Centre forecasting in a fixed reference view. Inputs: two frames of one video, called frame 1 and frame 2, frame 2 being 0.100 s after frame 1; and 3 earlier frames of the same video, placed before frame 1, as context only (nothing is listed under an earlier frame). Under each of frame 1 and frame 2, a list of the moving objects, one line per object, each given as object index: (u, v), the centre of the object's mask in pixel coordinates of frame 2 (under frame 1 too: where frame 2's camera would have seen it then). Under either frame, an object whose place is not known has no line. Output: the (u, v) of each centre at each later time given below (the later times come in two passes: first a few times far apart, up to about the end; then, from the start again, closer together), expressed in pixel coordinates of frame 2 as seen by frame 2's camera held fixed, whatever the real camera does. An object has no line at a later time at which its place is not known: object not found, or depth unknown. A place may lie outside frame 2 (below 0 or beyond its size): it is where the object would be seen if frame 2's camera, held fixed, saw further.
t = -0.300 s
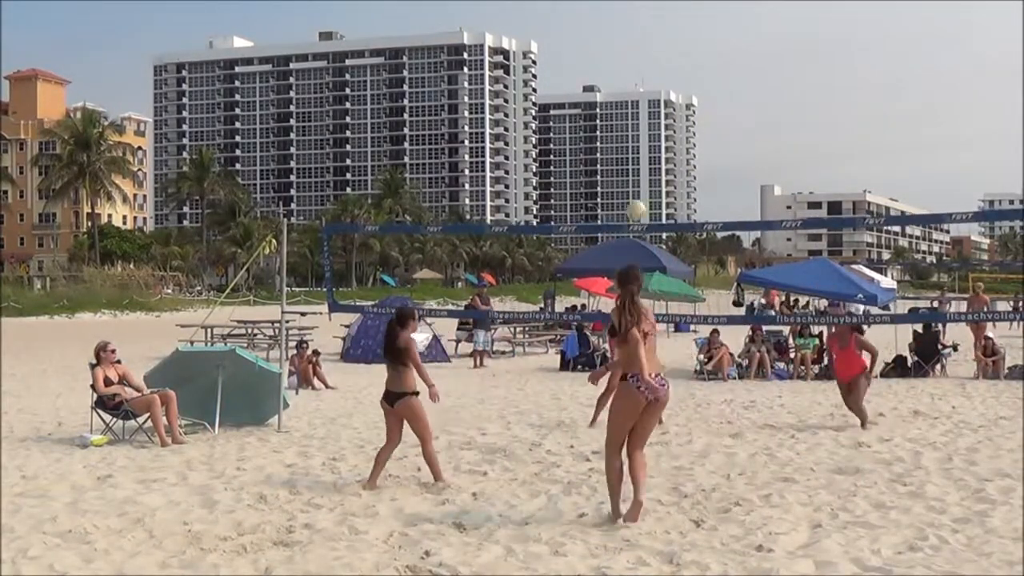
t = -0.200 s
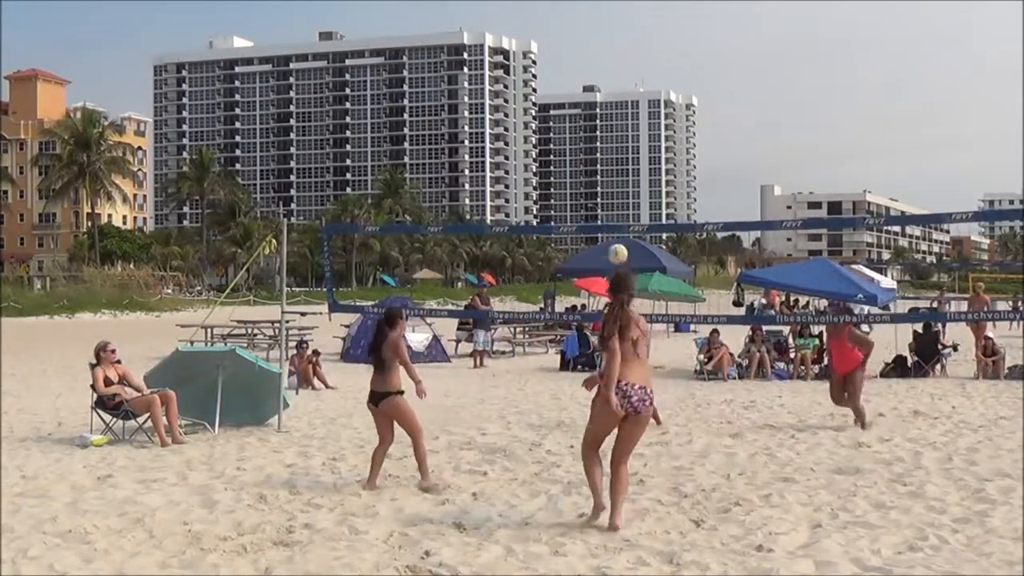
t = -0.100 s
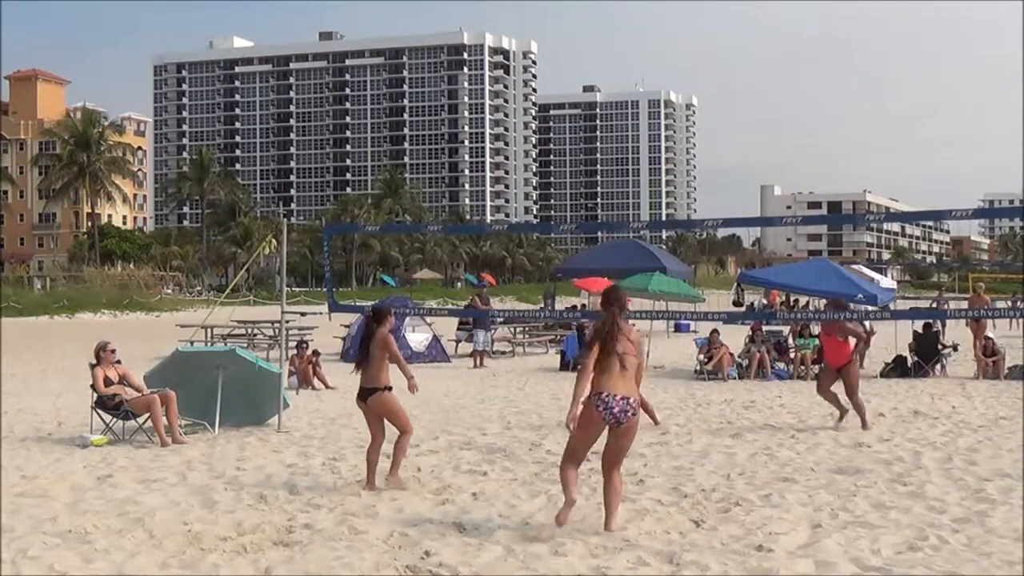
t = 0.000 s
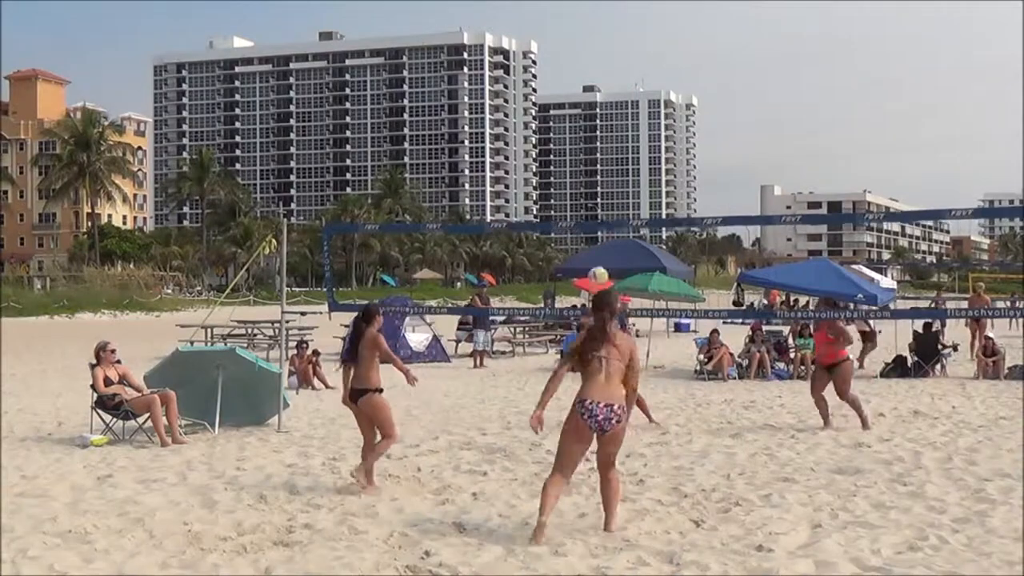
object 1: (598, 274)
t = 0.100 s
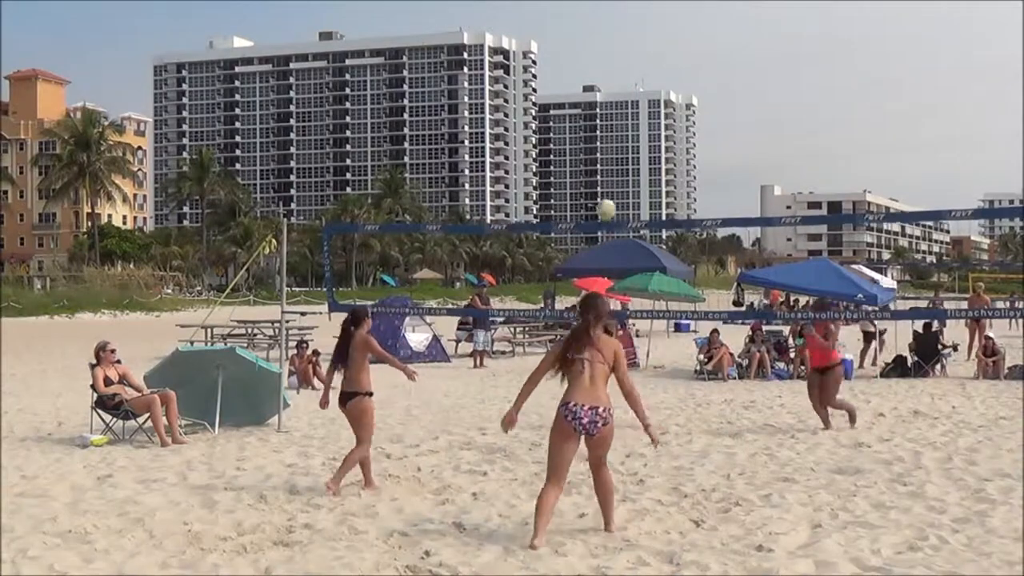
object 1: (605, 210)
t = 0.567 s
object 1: (642, 29)
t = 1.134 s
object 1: (682, 77)
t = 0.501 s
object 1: (637, 42)
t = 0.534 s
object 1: (639, 35)
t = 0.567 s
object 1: (642, 29)
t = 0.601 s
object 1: (644, 24)
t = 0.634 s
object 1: (647, 20)
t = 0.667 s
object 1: (650, 17)
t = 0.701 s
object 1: (651, 15)
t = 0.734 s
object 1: (654, 14)
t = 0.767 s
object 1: (657, 14)
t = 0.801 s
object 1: (659, 14)
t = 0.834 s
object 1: (661, 16)
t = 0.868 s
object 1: (665, 19)
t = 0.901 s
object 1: (666, 23)
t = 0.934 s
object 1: (669, 27)
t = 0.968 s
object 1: (671, 33)
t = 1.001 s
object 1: (673, 40)
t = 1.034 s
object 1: (675, 47)
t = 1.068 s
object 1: (678, 56)
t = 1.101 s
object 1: (679, 65)
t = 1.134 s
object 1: (682, 77)
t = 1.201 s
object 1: (687, 101)
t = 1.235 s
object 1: (690, 114)
